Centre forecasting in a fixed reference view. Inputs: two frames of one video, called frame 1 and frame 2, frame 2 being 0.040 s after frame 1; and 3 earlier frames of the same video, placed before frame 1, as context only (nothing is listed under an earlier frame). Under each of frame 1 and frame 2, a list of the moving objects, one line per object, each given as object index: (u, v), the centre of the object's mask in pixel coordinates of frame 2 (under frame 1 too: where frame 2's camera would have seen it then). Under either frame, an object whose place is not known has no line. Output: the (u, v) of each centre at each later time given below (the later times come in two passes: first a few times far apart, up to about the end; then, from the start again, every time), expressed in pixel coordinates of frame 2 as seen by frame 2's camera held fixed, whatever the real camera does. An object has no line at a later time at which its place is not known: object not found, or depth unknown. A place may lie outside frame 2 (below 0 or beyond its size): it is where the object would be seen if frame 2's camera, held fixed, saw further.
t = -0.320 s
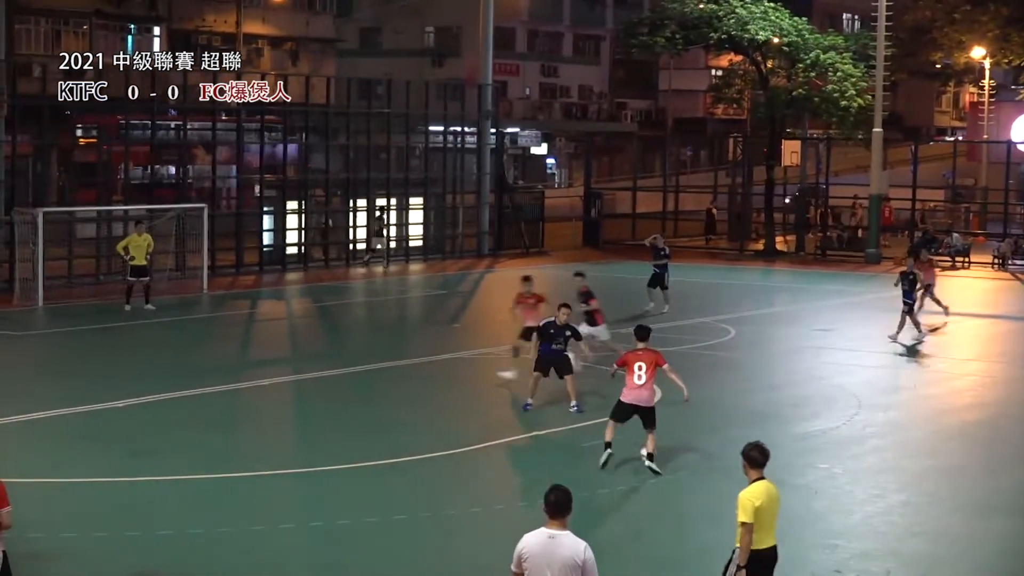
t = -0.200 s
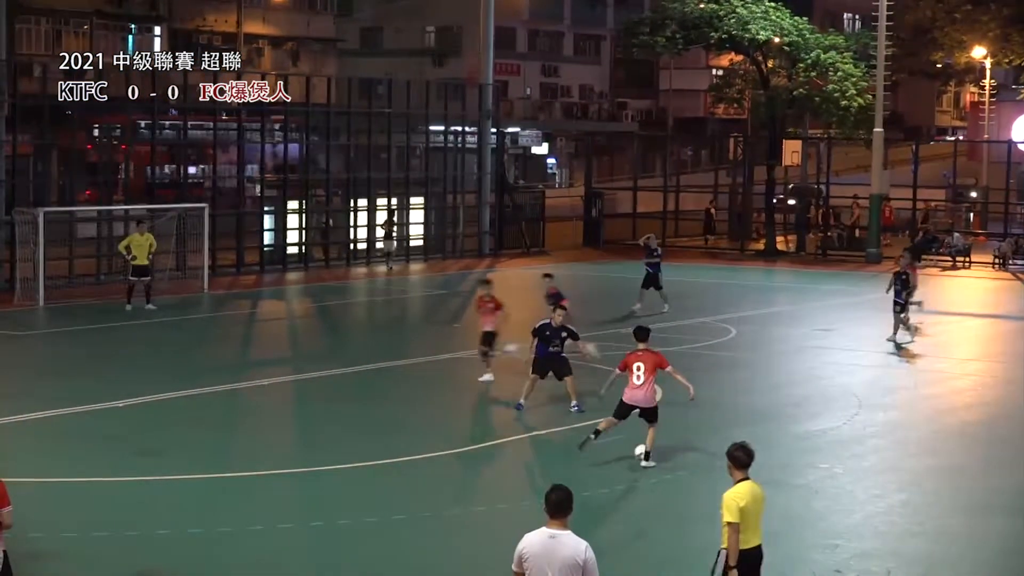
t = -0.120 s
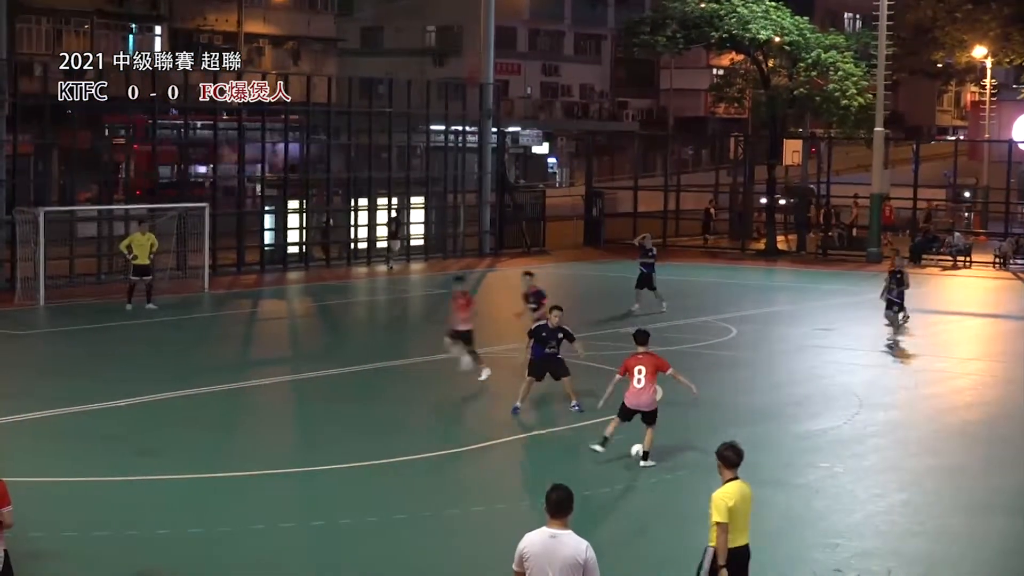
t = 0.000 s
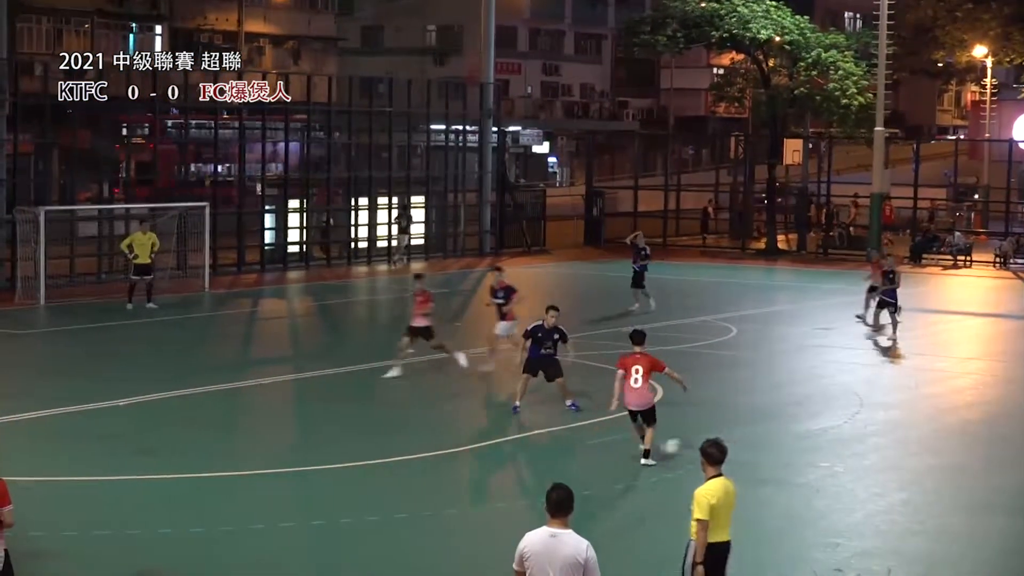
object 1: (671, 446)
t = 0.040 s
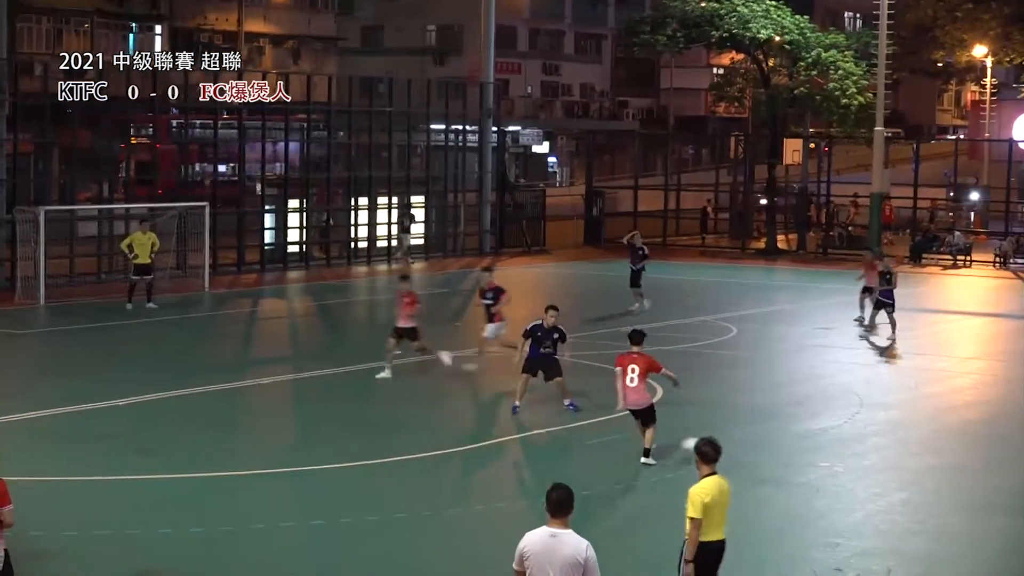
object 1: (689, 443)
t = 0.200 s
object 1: (771, 441)
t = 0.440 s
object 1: (861, 433)
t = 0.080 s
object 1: (719, 443)
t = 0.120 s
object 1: (733, 442)
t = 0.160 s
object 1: (752, 441)
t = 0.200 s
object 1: (771, 441)
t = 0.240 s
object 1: (787, 440)
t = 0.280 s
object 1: (804, 438)
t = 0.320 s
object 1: (820, 438)
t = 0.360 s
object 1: (834, 436)
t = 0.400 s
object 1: (849, 436)
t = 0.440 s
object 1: (861, 433)
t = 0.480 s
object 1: (874, 434)
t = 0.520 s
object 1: (887, 435)
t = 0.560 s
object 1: (899, 432)
